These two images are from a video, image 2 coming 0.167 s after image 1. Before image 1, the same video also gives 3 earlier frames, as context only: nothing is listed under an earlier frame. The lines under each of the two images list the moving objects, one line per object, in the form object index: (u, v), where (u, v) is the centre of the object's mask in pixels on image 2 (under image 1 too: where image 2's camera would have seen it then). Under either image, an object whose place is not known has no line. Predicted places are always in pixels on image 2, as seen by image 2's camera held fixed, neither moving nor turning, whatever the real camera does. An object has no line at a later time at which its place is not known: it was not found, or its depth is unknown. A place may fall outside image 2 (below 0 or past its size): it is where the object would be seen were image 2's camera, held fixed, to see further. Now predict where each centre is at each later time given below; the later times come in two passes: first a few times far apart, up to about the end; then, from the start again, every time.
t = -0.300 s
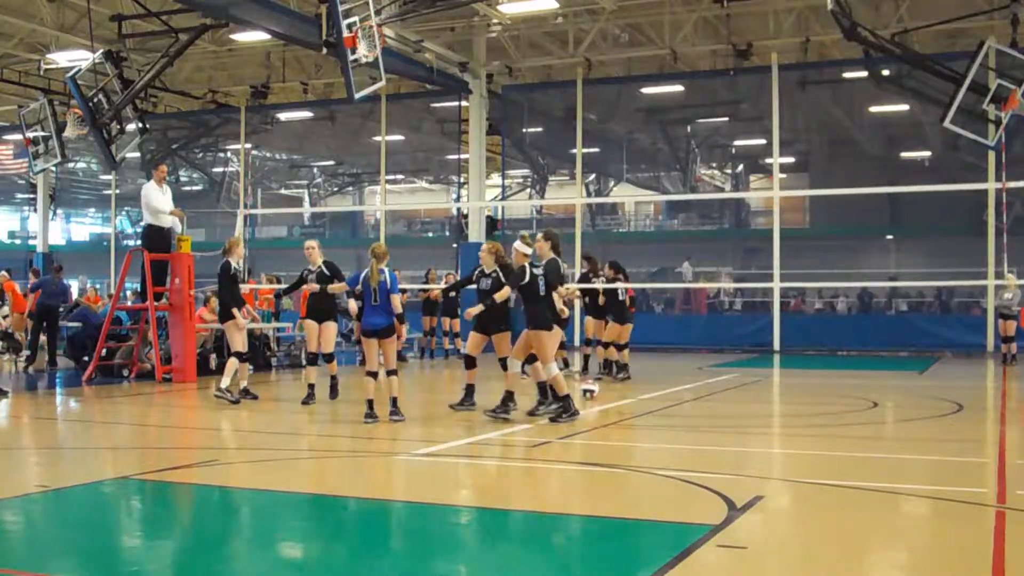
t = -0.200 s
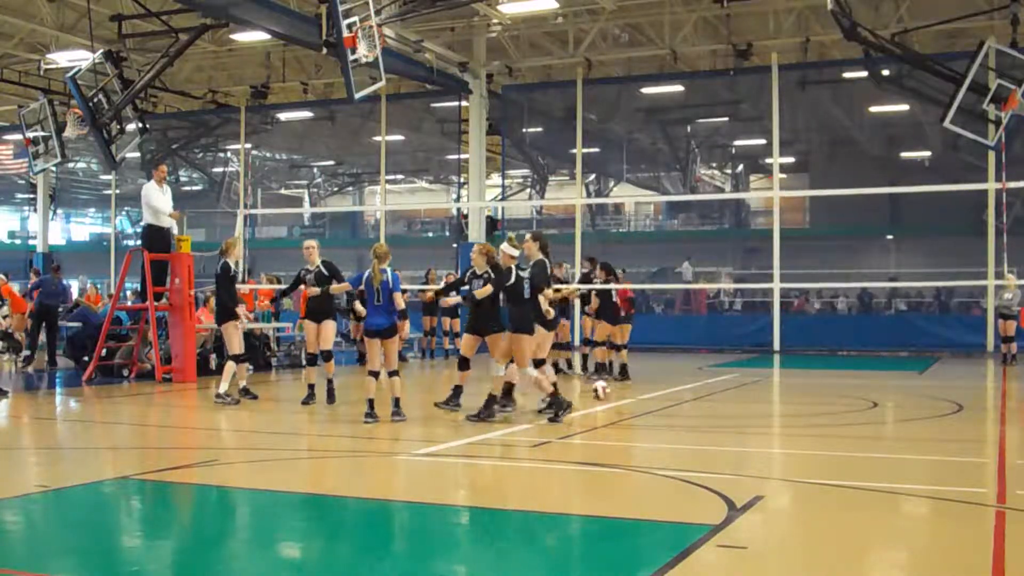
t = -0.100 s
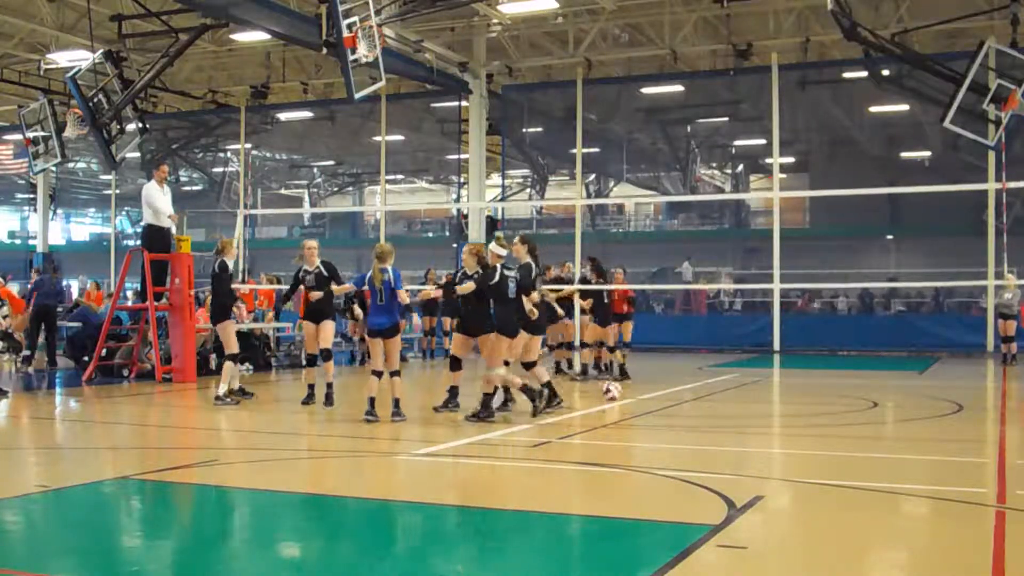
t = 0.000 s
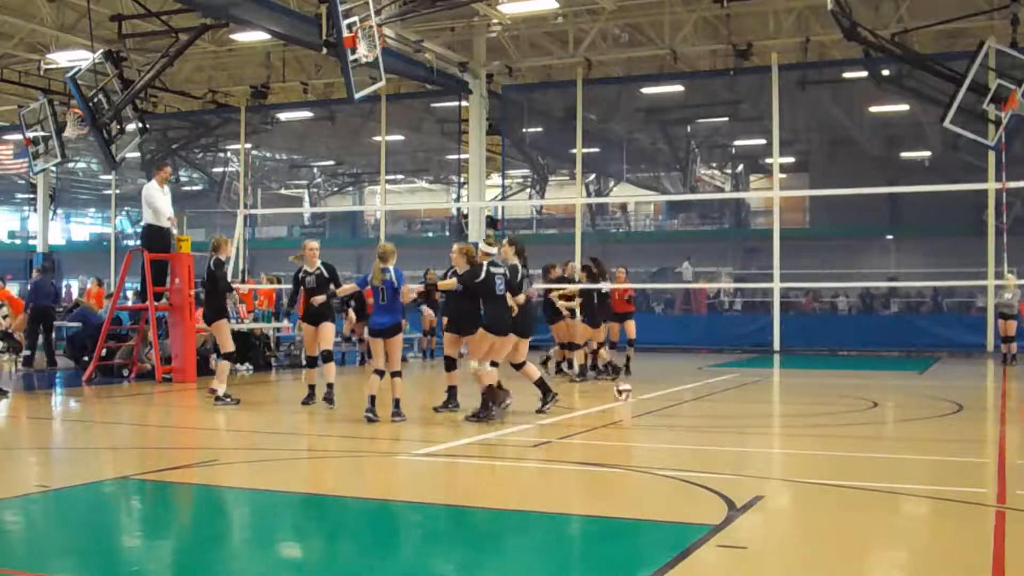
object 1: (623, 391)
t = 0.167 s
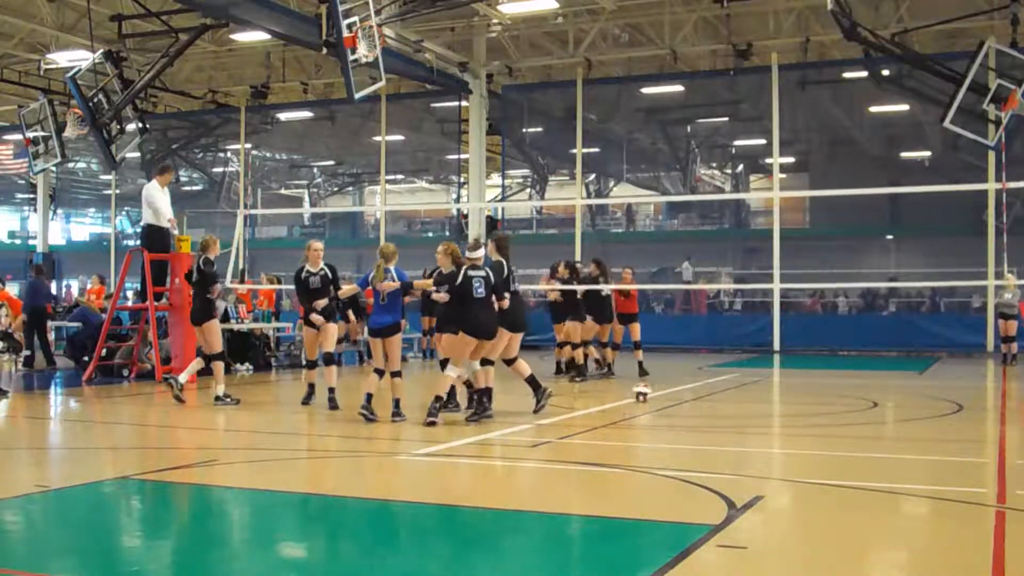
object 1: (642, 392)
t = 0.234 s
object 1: (650, 392)
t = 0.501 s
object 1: (681, 394)
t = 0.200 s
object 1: (645, 392)
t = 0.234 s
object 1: (650, 392)
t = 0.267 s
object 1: (654, 392)
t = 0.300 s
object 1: (658, 393)
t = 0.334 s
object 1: (661, 393)
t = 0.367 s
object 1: (664, 393)
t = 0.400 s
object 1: (668, 394)
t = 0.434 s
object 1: (673, 394)
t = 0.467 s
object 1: (677, 394)
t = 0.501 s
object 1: (681, 394)
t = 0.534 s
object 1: (684, 393)
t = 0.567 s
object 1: (689, 394)
